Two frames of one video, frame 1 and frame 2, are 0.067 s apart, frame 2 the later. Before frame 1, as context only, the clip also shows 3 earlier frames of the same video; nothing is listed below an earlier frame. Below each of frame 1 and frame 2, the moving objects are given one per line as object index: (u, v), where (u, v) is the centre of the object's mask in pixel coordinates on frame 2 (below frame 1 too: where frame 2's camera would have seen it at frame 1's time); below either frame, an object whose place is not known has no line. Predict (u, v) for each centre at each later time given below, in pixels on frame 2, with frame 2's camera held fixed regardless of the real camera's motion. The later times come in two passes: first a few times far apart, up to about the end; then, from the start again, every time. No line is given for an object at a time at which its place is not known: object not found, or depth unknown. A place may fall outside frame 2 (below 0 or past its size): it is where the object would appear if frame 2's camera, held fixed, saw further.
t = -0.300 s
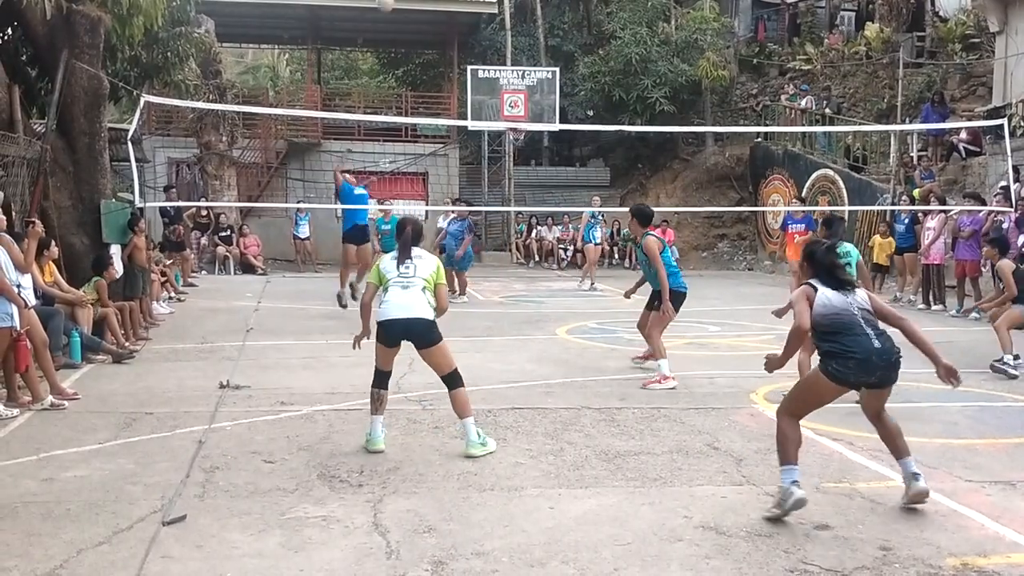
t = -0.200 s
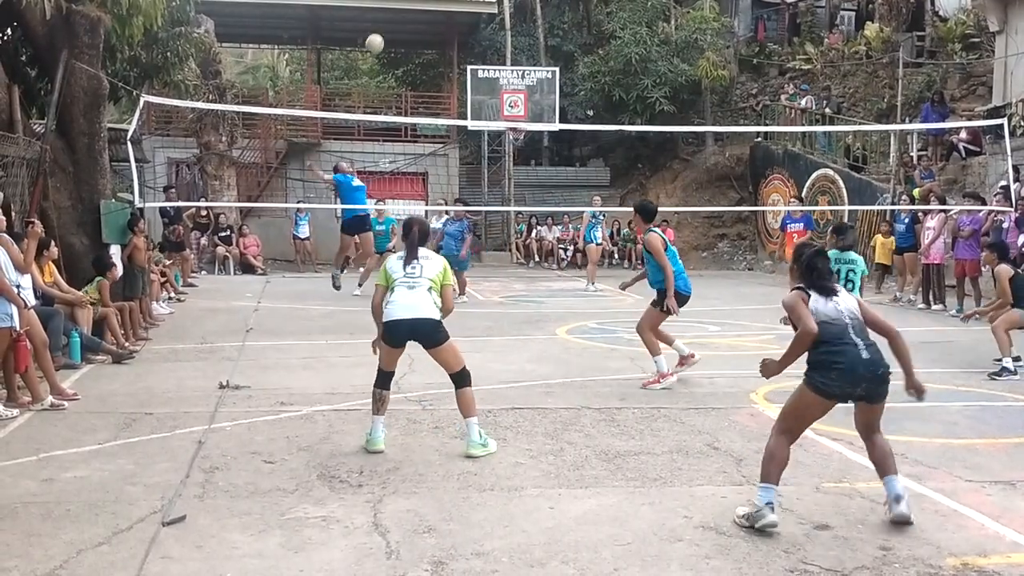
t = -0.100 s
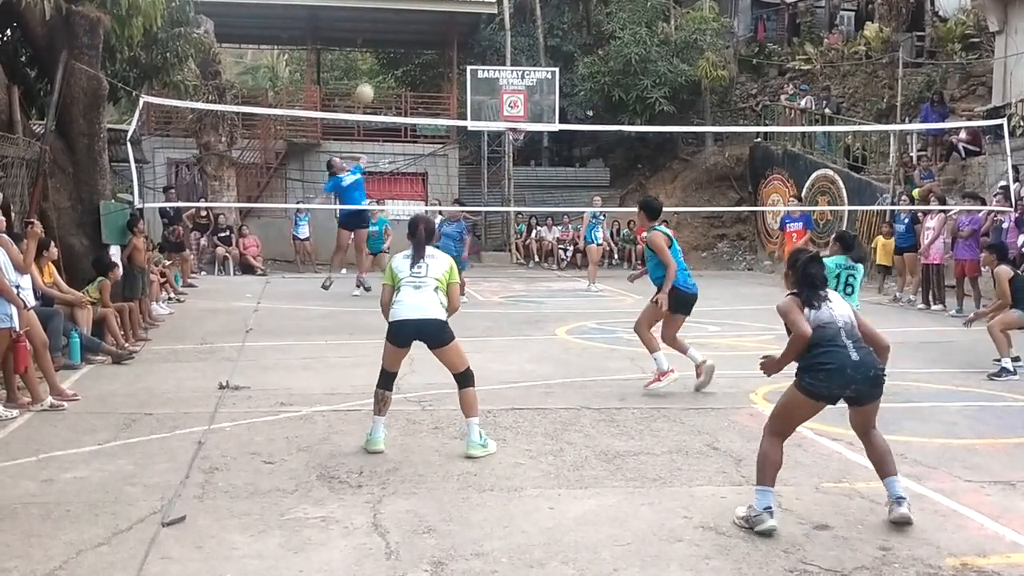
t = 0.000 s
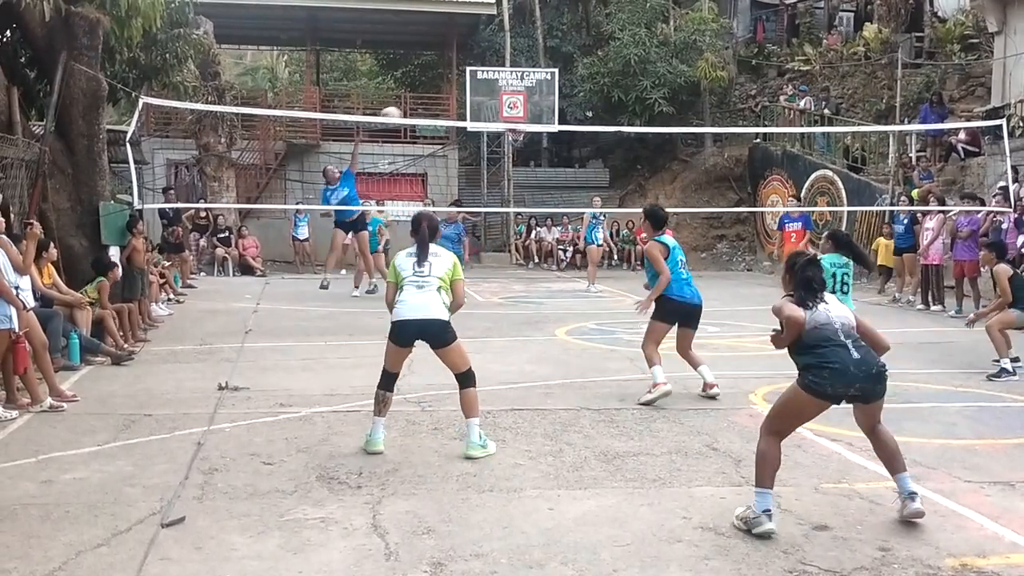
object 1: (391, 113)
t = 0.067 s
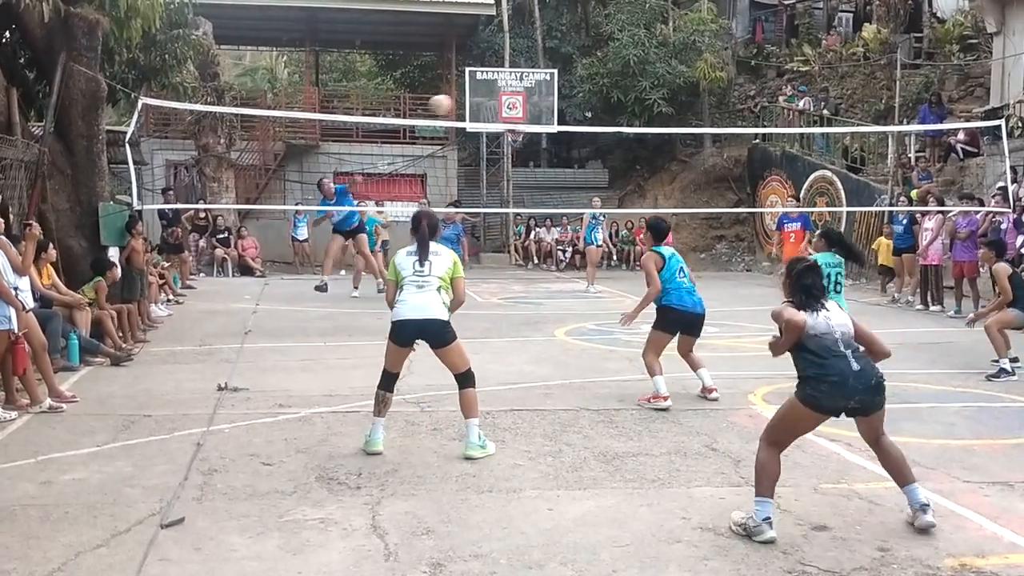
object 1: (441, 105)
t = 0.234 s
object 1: (596, 97)
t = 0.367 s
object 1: (763, 121)
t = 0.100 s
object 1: (468, 100)
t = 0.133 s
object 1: (496, 95)
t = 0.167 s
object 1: (530, 96)
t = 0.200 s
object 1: (562, 96)
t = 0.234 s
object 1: (596, 97)
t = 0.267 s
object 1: (633, 101)
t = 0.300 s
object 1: (674, 106)
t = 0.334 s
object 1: (717, 113)
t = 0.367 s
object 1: (763, 121)
